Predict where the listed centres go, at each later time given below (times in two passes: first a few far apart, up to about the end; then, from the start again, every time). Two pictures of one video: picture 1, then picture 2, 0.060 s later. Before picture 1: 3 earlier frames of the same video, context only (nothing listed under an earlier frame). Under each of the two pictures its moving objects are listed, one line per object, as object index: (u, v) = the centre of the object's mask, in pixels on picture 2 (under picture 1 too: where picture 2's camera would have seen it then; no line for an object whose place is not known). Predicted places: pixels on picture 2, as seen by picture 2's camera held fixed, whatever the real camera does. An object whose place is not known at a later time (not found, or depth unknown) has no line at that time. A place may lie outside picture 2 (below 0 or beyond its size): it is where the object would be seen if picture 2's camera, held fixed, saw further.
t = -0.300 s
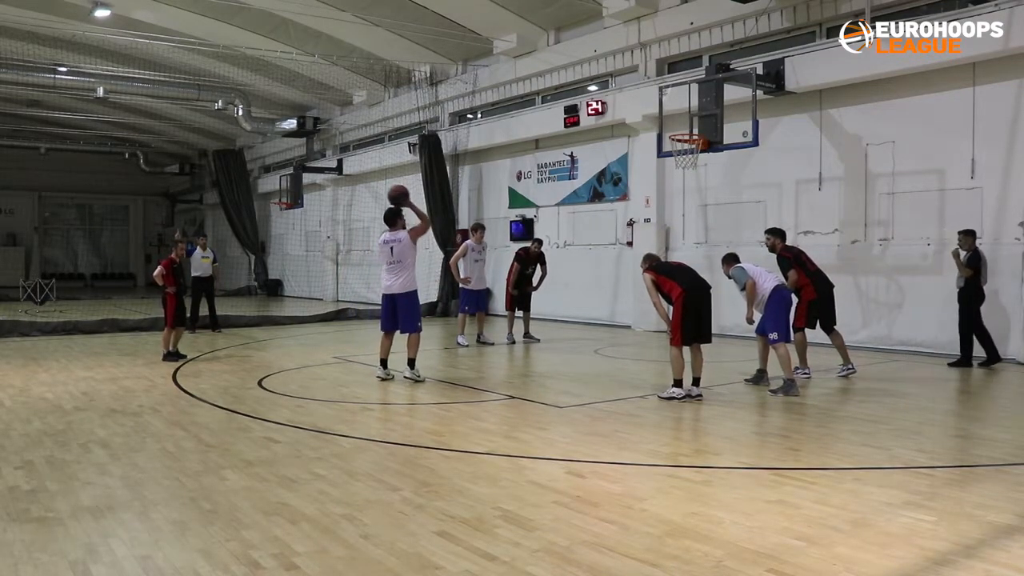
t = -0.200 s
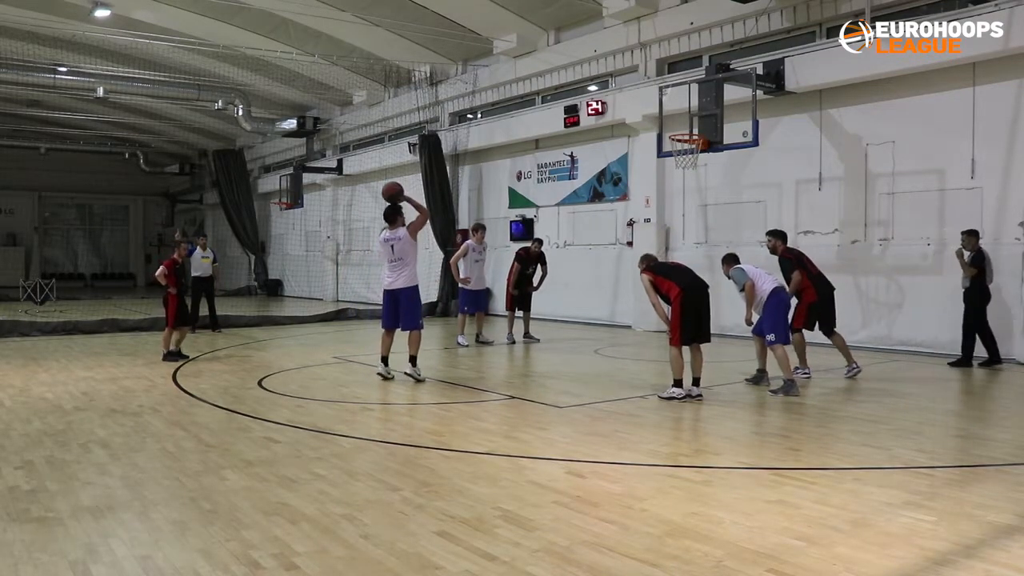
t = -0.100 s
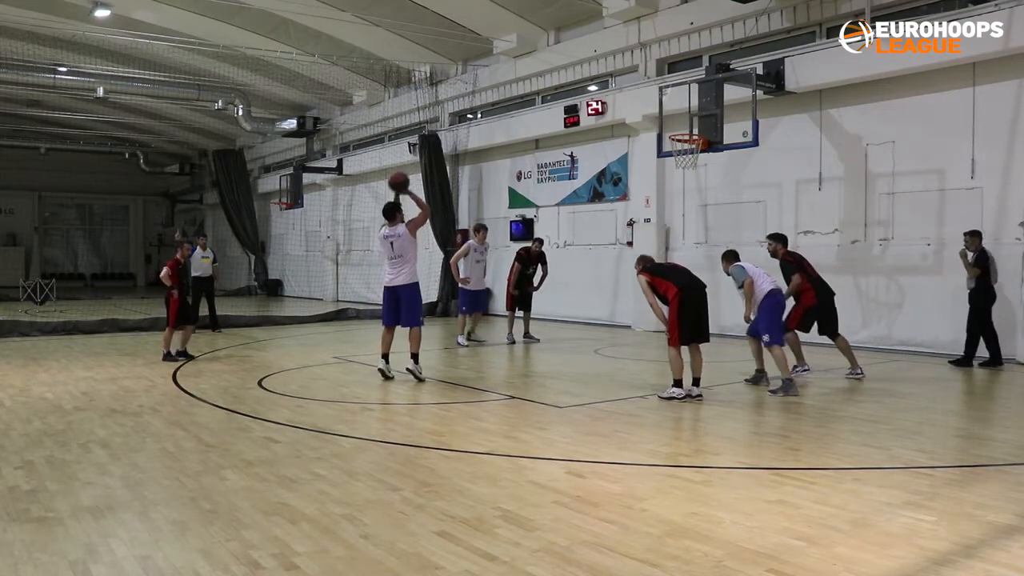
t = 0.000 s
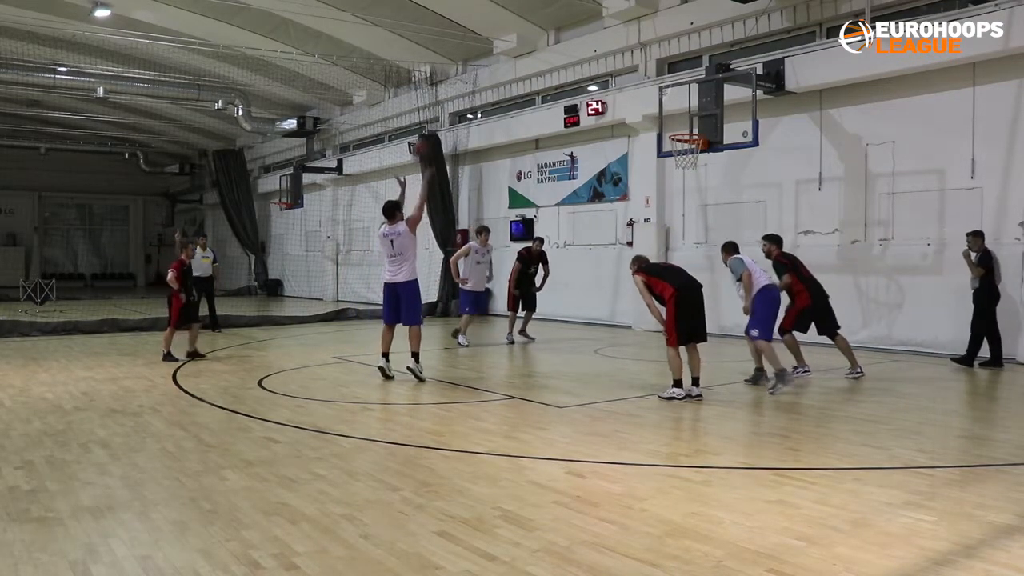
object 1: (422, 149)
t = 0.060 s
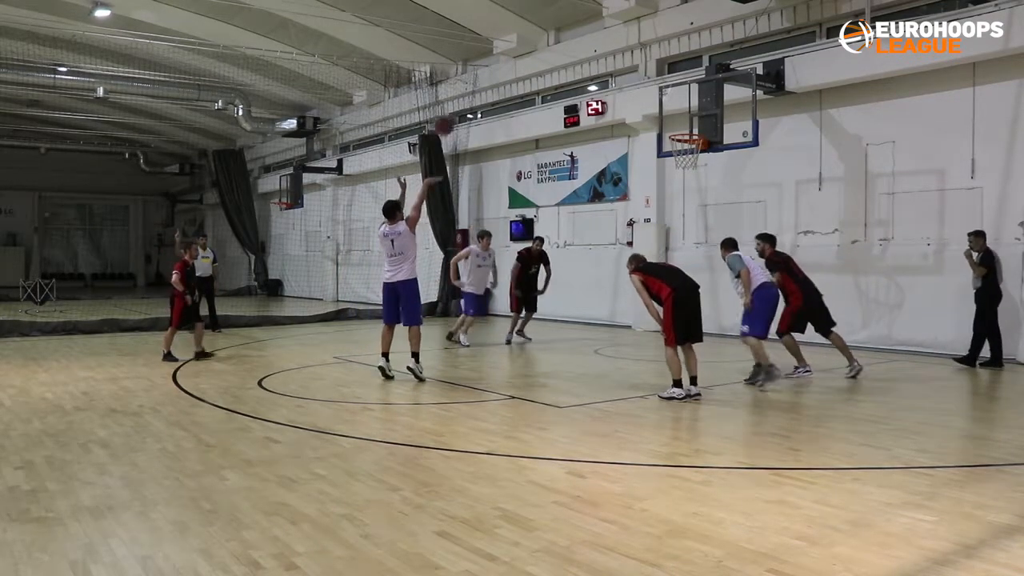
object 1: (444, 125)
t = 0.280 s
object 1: (512, 65)
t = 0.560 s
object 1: (588, 51)
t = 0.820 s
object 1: (649, 88)
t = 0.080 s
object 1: (450, 118)
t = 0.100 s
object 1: (456, 111)
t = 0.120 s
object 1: (463, 104)
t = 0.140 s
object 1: (469, 97)
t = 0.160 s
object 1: (476, 92)
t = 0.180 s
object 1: (482, 87)
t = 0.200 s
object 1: (489, 81)
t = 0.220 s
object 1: (494, 77)
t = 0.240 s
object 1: (500, 73)
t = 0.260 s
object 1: (506, 68)
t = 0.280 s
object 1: (512, 65)
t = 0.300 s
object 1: (517, 62)
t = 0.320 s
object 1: (523, 59)
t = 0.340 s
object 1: (529, 57)
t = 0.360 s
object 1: (535, 54)
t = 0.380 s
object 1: (540, 53)
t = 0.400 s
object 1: (546, 52)
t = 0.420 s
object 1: (551, 50)
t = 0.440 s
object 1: (557, 50)
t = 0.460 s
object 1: (562, 49)
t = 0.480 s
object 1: (567, 49)
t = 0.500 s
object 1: (573, 49)
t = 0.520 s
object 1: (578, 50)
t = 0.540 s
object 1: (583, 50)
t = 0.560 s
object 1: (588, 51)
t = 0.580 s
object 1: (593, 53)
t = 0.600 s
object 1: (598, 54)
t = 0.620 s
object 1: (603, 56)
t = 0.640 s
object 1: (608, 58)
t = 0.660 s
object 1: (613, 61)
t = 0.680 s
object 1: (617, 64)
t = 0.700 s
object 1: (622, 66)
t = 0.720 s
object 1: (627, 70)
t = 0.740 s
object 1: (631, 73)
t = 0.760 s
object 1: (636, 76)
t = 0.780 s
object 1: (641, 80)
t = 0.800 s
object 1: (645, 84)
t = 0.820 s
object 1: (649, 88)
